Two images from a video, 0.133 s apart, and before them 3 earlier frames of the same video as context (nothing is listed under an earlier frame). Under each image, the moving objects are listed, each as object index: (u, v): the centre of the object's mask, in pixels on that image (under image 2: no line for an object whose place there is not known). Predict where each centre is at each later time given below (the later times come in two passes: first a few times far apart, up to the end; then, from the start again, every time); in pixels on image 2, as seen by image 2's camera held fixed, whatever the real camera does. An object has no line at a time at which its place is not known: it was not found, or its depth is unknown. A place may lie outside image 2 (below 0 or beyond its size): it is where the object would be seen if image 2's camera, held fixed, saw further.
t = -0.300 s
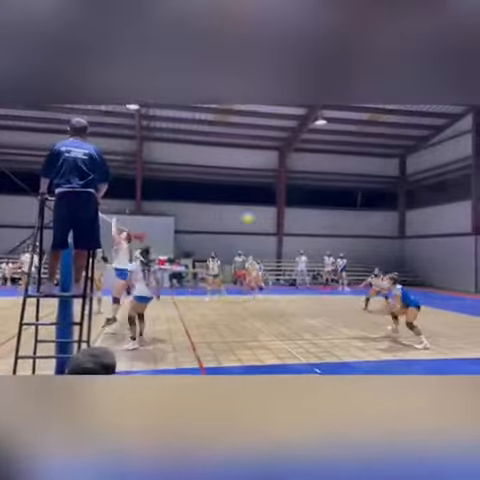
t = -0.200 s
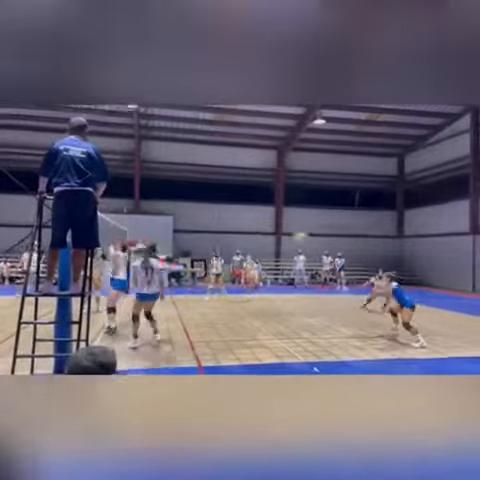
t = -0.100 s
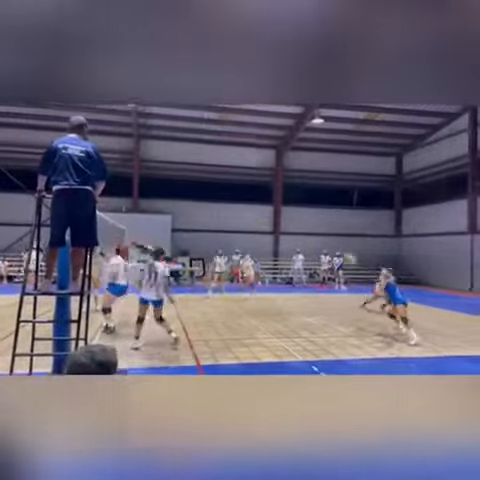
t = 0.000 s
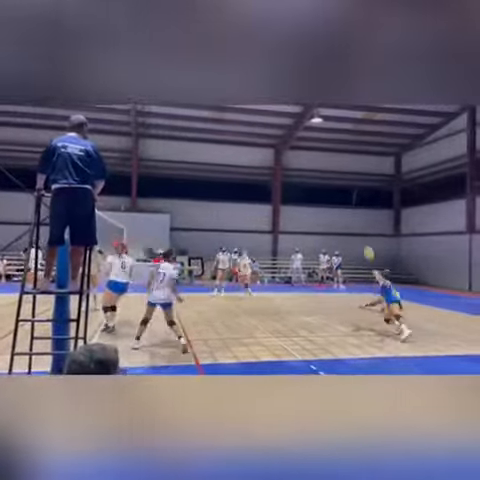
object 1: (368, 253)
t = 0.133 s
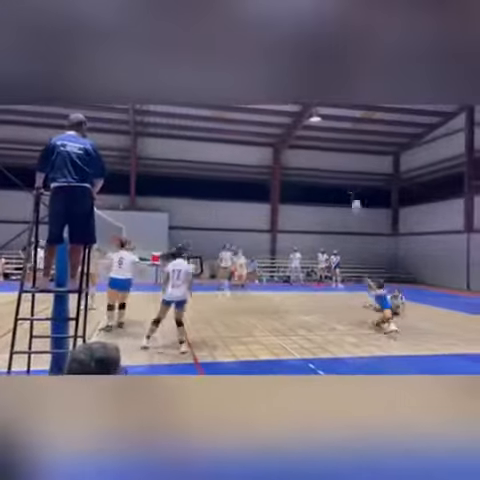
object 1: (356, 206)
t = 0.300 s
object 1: (344, 163)
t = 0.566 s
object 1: (327, 127)
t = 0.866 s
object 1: (316, 119)
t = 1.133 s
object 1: (298, 141)
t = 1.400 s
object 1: (285, 181)
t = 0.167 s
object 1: (353, 196)
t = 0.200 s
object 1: (351, 187)
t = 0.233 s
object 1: (349, 179)
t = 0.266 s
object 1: (346, 171)
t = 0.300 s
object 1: (344, 163)
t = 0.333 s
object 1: (342, 158)
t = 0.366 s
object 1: (340, 152)
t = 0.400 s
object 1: (338, 146)
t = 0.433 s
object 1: (335, 142)
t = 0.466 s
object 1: (333, 137)
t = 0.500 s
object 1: (332, 133)
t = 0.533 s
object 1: (329, 129)
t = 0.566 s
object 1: (327, 127)
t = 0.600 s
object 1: (326, 125)
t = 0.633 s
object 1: (324, 122)
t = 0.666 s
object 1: (323, 121)
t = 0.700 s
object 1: (322, 121)
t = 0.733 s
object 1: (321, 119)
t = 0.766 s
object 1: (318, 118)
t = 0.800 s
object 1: (317, 118)
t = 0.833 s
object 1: (316, 119)
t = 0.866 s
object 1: (316, 119)
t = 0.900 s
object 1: (316, 119)
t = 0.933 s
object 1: (315, 119)
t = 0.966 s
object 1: (307, 125)
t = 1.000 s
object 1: (306, 126)
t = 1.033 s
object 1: (303, 131)
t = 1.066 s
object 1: (301, 134)
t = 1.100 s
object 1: (299, 137)
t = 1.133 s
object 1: (298, 141)
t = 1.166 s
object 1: (296, 144)
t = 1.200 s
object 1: (295, 146)
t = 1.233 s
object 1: (293, 154)
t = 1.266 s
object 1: (291, 157)
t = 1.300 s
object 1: (290, 164)
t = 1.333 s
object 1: (288, 170)
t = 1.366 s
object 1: (287, 175)
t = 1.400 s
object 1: (285, 181)
